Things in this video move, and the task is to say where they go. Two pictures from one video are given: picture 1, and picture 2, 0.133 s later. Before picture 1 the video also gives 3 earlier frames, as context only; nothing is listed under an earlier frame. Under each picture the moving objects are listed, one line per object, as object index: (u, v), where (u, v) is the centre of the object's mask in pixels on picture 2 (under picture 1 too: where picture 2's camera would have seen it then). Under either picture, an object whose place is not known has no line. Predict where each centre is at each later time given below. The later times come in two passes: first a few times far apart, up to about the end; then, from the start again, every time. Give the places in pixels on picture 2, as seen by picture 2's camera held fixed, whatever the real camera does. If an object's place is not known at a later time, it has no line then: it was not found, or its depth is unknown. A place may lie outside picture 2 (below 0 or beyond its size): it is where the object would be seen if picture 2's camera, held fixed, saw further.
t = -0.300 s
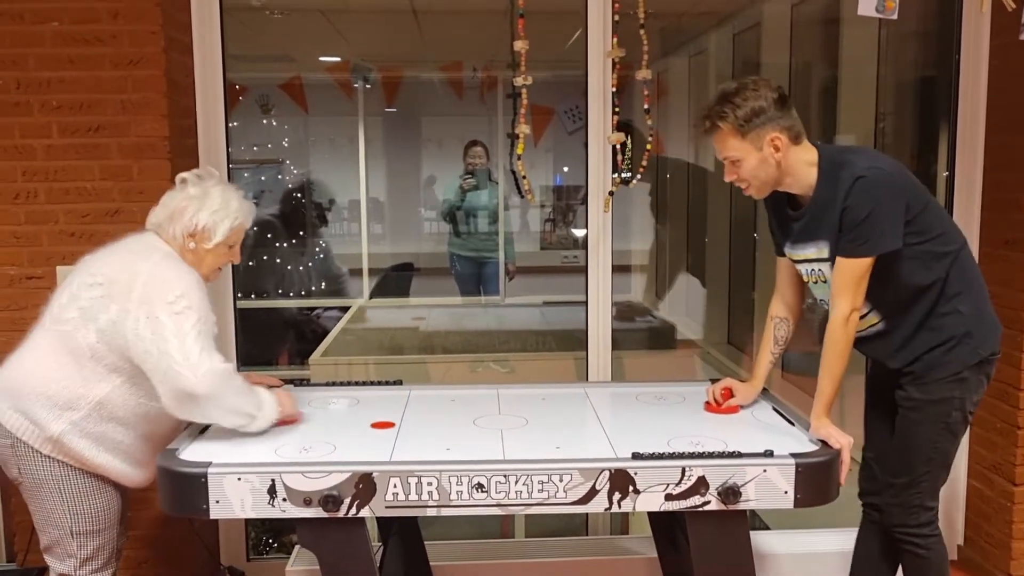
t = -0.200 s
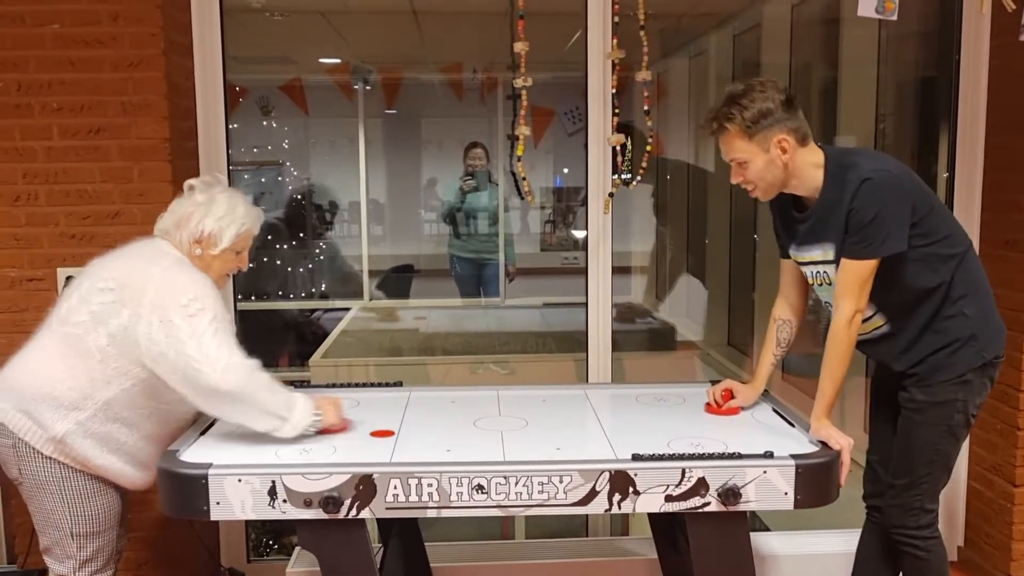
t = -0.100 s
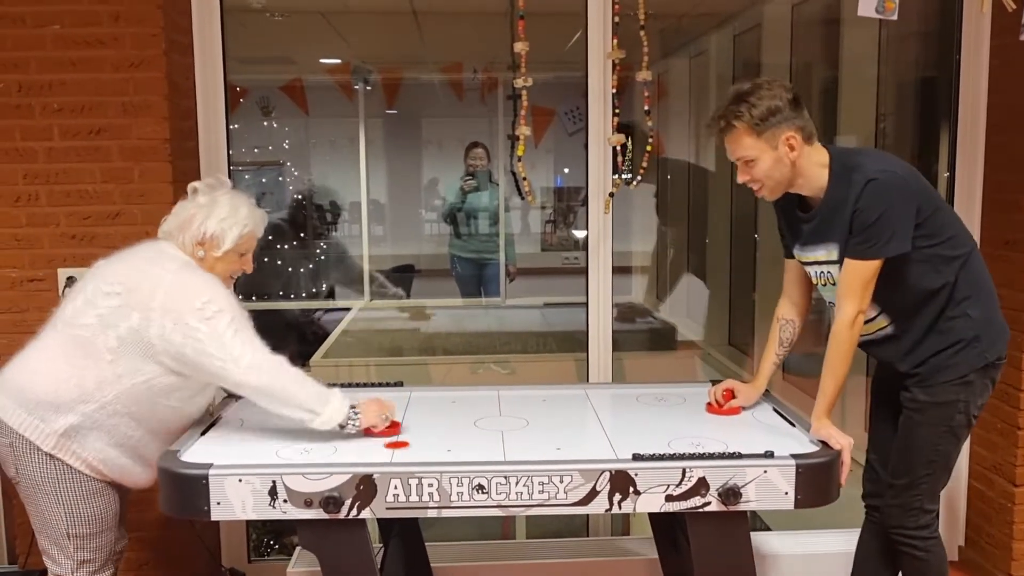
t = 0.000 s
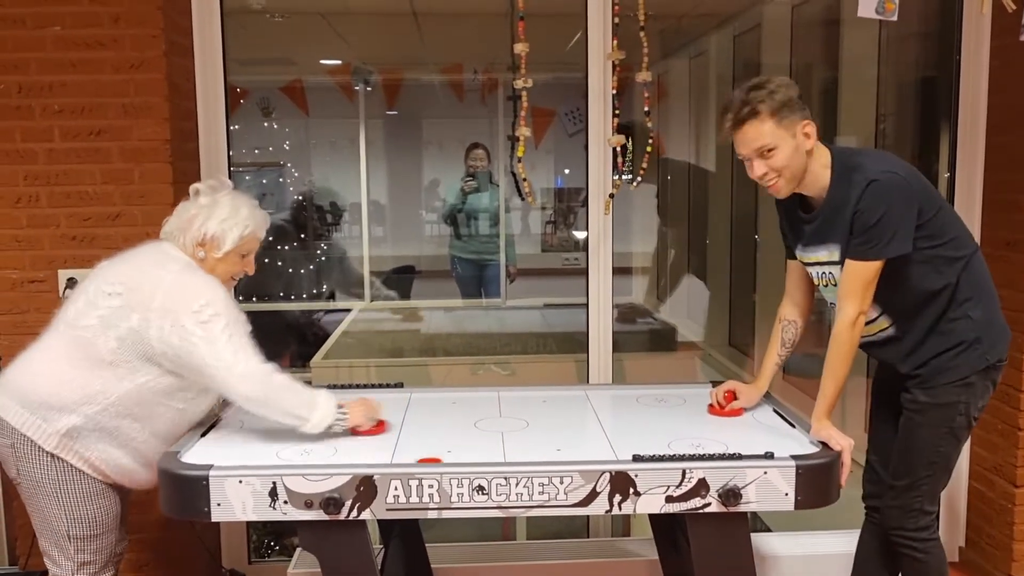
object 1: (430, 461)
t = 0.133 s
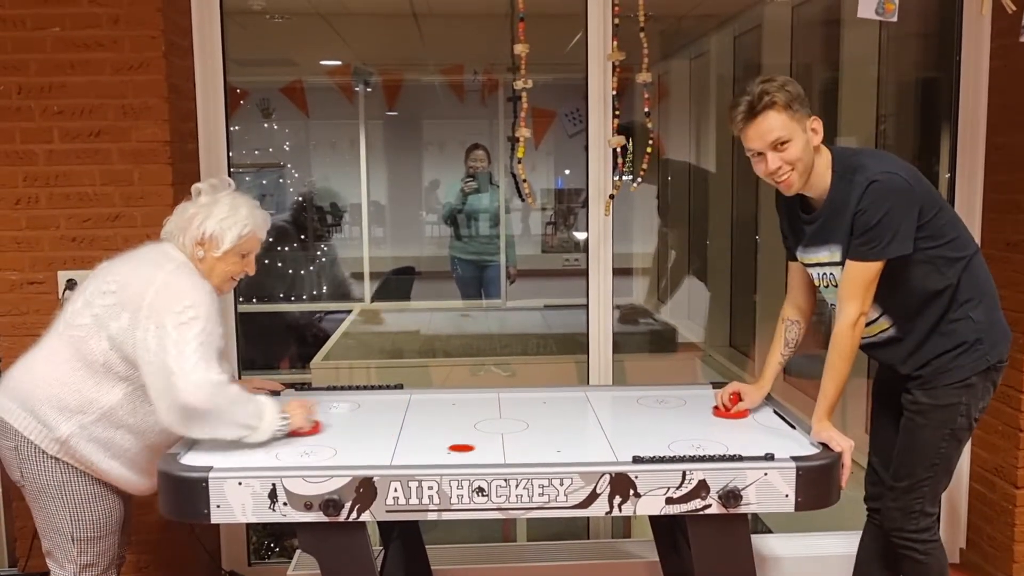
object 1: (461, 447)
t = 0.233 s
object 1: (483, 436)
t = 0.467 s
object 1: (526, 414)
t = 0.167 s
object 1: (469, 443)
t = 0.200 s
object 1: (476, 440)
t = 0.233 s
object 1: (483, 436)
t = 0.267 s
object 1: (490, 433)
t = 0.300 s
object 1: (497, 429)
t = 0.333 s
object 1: (502, 426)
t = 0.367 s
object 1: (509, 423)
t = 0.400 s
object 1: (515, 419)
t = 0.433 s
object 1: (520, 417)
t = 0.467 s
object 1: (526, 414)
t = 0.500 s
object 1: (531, 411)
